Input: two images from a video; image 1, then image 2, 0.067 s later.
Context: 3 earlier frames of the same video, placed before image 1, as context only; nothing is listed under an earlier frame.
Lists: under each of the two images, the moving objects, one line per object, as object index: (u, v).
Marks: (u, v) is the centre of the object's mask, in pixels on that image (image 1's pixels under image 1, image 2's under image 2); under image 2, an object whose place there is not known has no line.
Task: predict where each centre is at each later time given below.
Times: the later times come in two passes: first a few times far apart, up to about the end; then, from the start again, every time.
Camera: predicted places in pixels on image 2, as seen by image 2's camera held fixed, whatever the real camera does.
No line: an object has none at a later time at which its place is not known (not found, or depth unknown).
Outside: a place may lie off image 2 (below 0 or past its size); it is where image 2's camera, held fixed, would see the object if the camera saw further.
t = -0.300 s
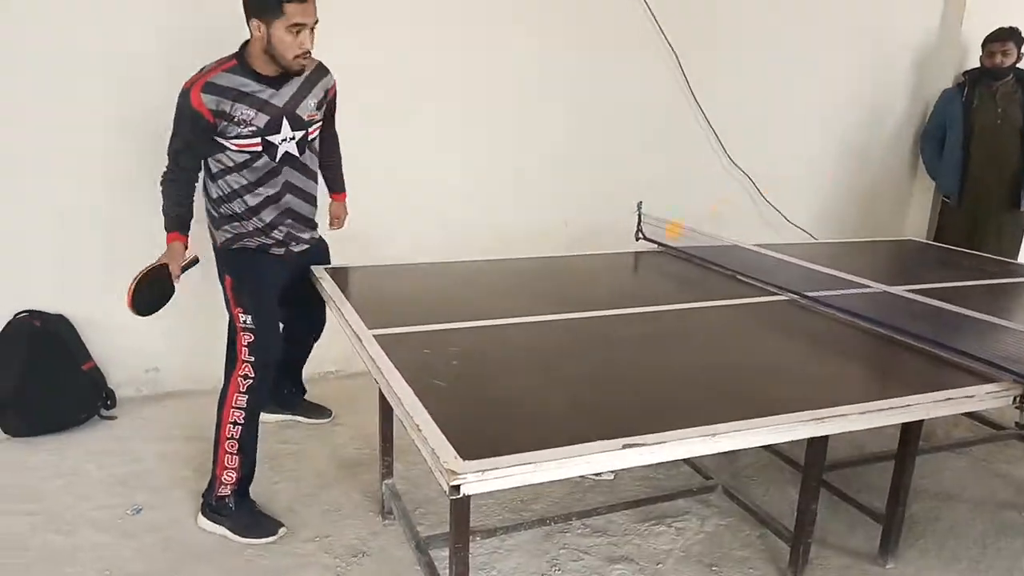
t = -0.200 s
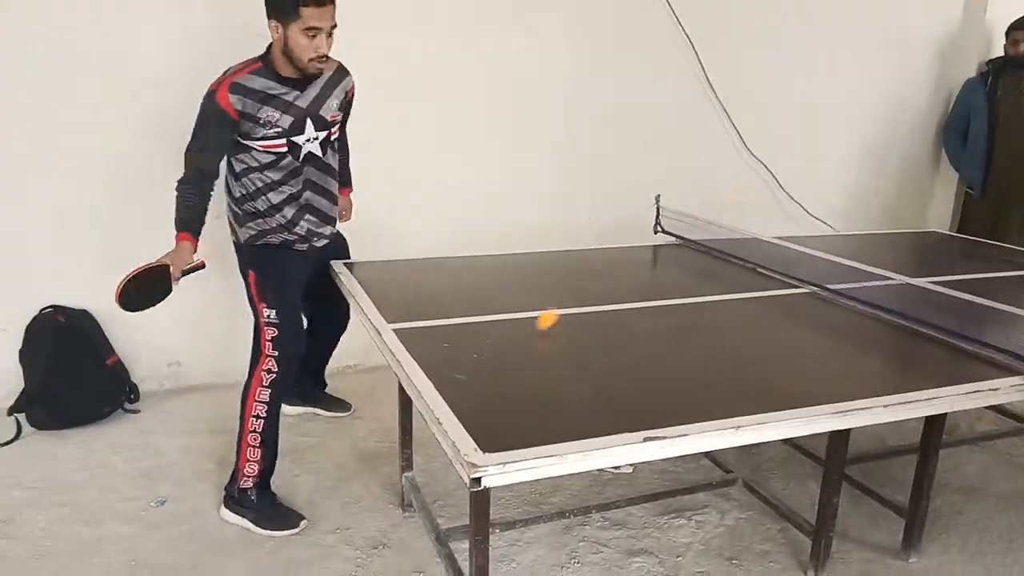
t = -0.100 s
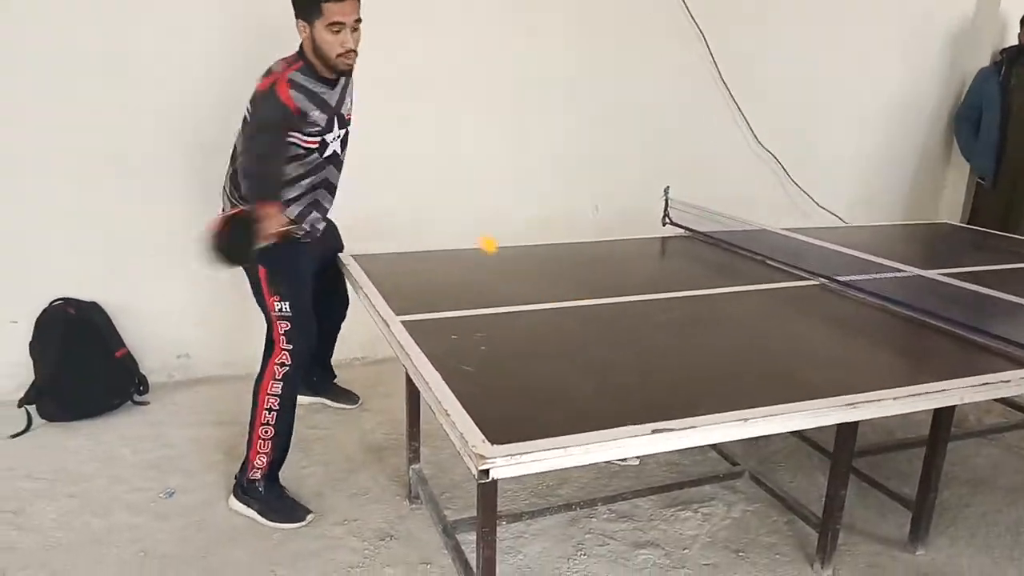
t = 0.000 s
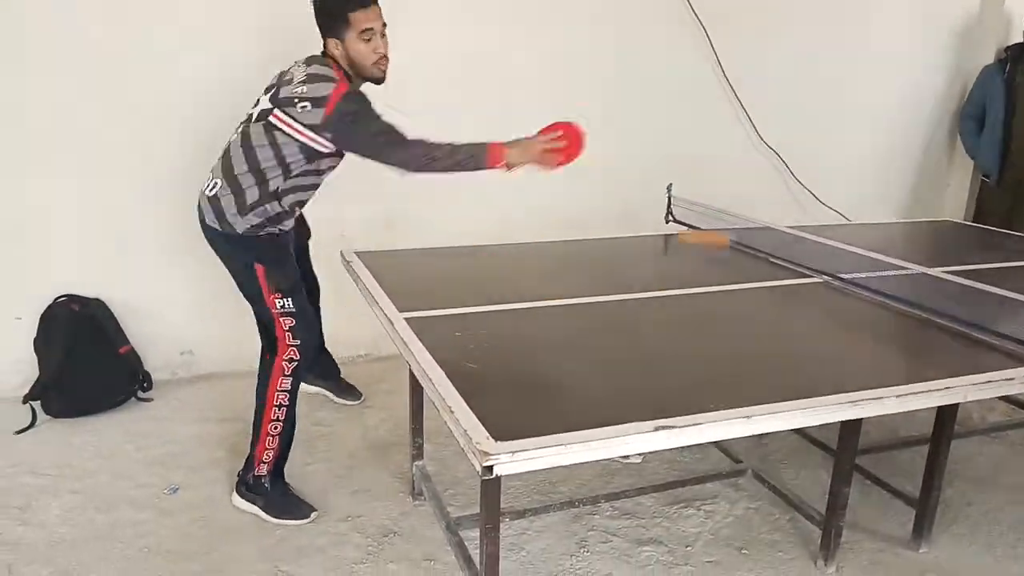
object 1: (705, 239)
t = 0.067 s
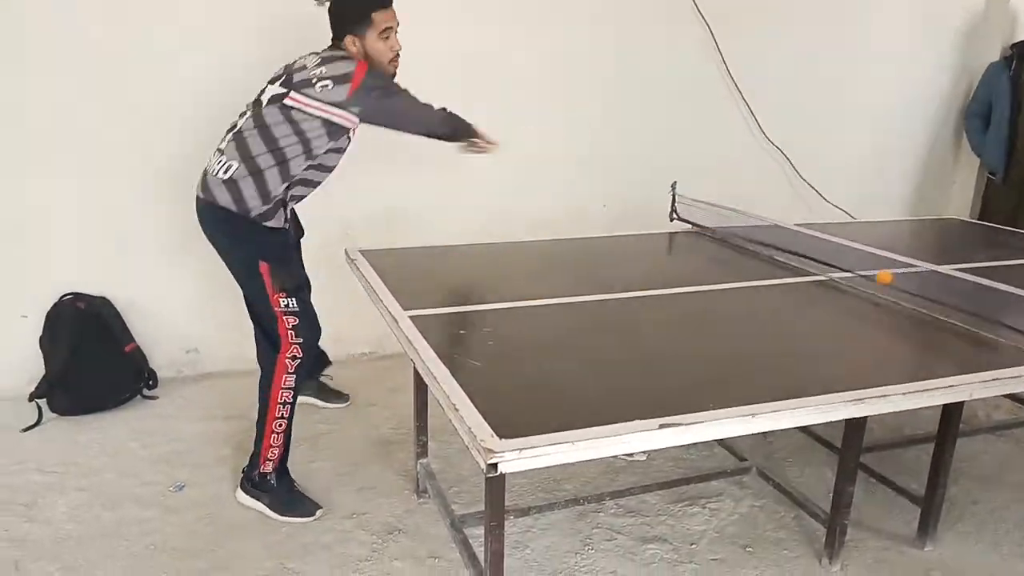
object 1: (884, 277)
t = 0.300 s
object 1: (802, 292)
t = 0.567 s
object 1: (705, 299)
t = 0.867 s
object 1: (599, 308)
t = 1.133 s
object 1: (508, 317)
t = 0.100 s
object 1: (873, 286)
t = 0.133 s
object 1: (861, 287)
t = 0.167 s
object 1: (850, 289)
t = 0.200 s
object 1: (838, 289)
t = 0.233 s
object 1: (827, 290)
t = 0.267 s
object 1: (815, 291)
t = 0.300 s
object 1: (802, 292)
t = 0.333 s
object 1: (790, 293)
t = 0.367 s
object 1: (778, 293)
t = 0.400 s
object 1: (765, 295)
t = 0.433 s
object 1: (753, 296)
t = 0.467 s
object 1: (741, 296)
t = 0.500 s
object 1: (729, 298)
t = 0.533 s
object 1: (716, 298)
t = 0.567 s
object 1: (705, 299)
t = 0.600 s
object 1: (693, 300)
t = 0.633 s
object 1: (681, 301)
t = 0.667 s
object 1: (669, 302)
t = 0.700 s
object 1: (657, 302)
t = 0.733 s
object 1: (646, 305)
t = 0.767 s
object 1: (634, 305)
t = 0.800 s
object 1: (622, 306)
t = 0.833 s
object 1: (611, 307)
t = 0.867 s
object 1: (599, 308)
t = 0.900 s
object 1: (587, 309)
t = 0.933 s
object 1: (576, 310)
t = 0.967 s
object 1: (564, 311)
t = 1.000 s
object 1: (553, 312)
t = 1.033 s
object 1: (542, 313)
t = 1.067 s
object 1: (530, 314)
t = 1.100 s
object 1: (518, 315)
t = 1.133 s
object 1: (508, 317)
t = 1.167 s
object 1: (496, 318)
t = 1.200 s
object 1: (485, 319)
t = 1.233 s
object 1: (473, 320)
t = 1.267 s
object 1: (461, 321)
